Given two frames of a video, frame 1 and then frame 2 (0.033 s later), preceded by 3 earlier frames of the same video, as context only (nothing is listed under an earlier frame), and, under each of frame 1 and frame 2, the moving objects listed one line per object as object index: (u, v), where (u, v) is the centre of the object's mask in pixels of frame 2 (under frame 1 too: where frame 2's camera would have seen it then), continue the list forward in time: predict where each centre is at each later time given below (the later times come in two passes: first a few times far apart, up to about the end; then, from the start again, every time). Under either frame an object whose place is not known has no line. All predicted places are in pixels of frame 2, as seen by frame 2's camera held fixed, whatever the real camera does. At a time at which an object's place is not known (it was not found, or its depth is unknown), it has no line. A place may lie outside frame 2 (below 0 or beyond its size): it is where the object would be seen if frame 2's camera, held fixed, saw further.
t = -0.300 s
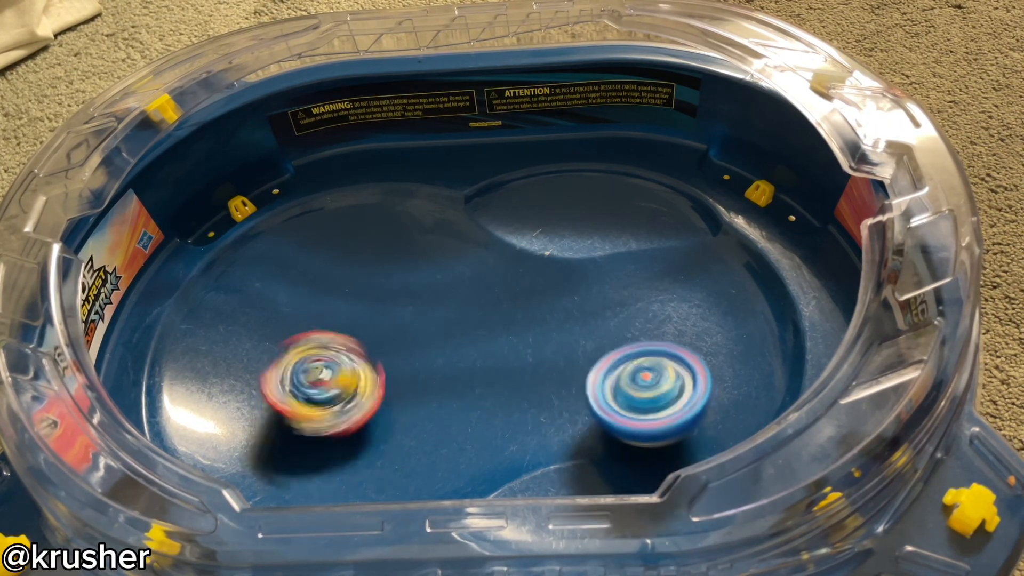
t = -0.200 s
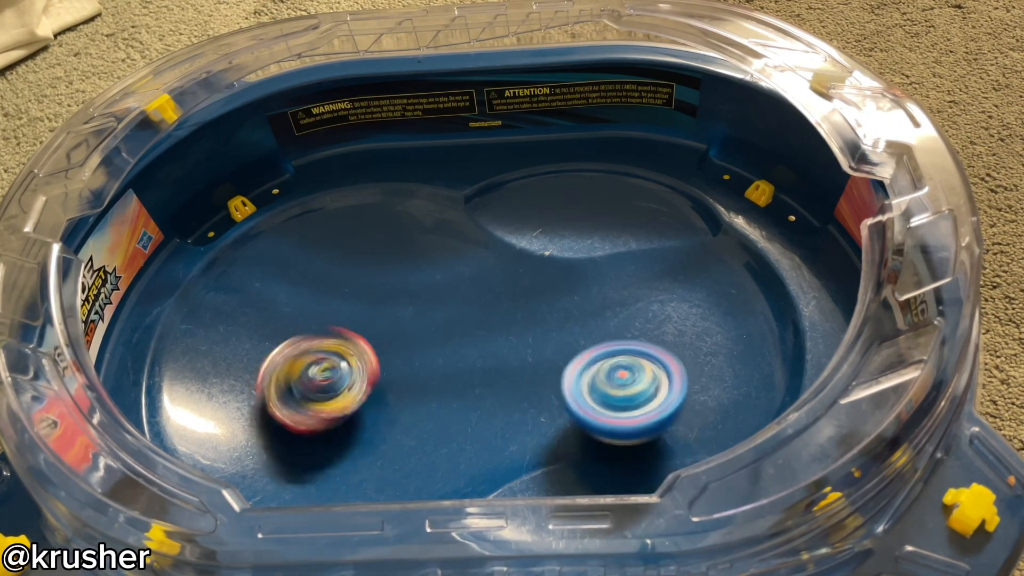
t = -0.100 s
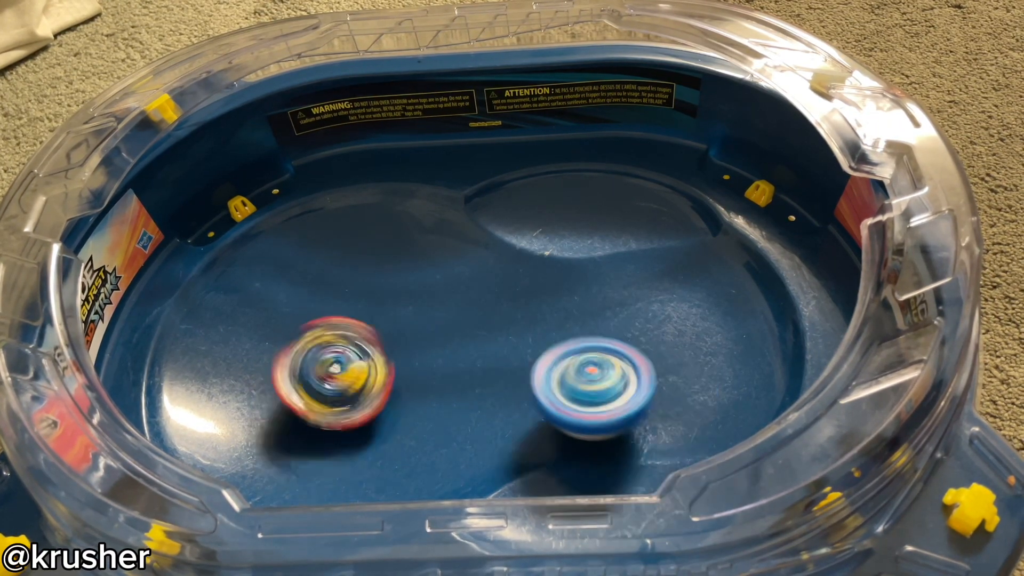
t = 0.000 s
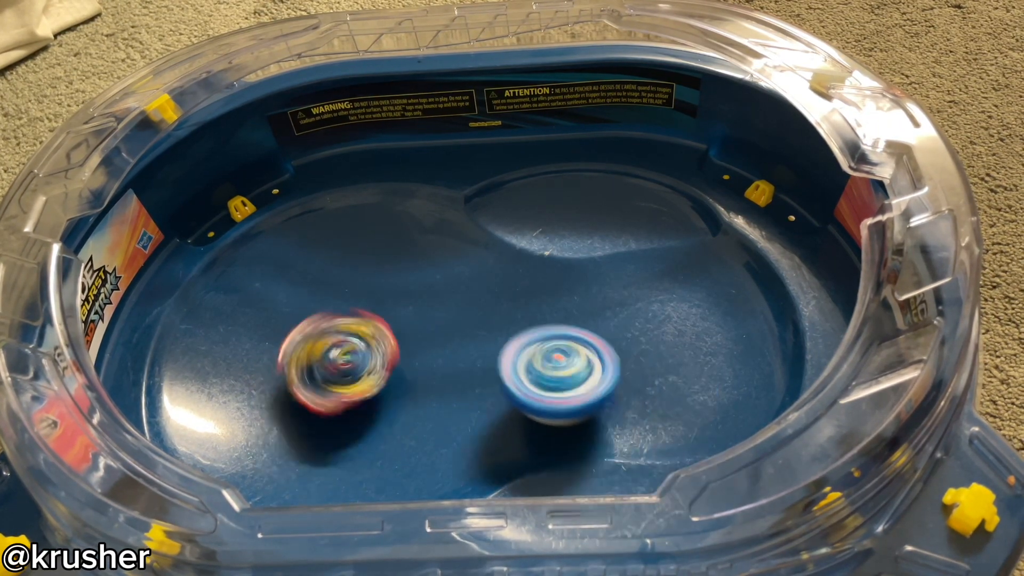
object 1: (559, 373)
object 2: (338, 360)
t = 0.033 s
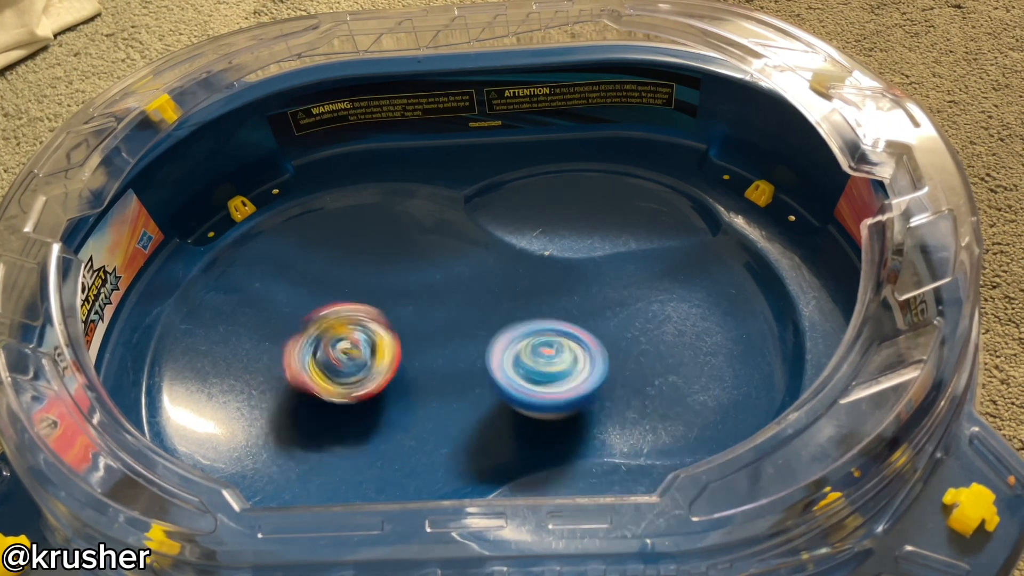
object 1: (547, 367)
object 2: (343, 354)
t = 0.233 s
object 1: (473, 324)
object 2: (351, 336)
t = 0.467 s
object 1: (436, 281)
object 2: (336, 333)
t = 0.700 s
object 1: (405, 252)
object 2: (341, 340)
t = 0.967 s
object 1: (409, 266)
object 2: (341, 330)
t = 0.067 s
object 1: (535, 361)
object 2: (350, 351)
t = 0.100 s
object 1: (523, 354)
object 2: (352, 351)
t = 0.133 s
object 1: (510, 347)
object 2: (350, 350)
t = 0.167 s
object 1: (498, 340)
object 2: (348, 346)
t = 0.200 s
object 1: (485, 332)
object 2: (348, 341)
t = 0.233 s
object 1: (473, 324)
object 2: (351, 336)
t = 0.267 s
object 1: (464, 316)
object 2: (354, 334)
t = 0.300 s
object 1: (456, 307)
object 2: (357, 338)
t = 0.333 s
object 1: (454, 300)
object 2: (355, 339)
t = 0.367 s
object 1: (451, 294)
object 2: (349, 339)
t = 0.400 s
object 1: (449, 290)
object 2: (342, 337)
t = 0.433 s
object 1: (443, 286)
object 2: (337, 334)
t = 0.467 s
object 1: (436, 281)
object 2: (336, 333)
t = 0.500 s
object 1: (430, 276)
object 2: (337, 333)
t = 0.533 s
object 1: (423, 271)
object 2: (339, 334)
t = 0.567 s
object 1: (417, 266)
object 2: (340, 336)
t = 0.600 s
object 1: (414, 261)
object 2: (344, 337)
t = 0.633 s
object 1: (410, 257)
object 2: (346, 339)
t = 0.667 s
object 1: (405, 254)
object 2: (343, 341)
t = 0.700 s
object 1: (405, 252)
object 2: (341, 340)
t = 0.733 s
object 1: (406, 252)
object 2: (341, 335)
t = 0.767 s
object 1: (406, 252)
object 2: (344, 330)
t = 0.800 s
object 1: (406, 251)
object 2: (344, 329)
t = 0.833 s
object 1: (405, 252)
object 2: (343, 329)
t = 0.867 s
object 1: (404, 255)
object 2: (343, 329)
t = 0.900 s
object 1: (403, 259)
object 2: (341, 331)
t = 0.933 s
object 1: (405, 262)
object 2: (340, 330)
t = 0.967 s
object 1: (409, 266)
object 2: (341, 330)
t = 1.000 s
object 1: (413, 270)
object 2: (342, 329)
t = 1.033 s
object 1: (419, 273)
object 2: (342, 328)
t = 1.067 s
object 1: (425, 275)
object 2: (342, 328)
